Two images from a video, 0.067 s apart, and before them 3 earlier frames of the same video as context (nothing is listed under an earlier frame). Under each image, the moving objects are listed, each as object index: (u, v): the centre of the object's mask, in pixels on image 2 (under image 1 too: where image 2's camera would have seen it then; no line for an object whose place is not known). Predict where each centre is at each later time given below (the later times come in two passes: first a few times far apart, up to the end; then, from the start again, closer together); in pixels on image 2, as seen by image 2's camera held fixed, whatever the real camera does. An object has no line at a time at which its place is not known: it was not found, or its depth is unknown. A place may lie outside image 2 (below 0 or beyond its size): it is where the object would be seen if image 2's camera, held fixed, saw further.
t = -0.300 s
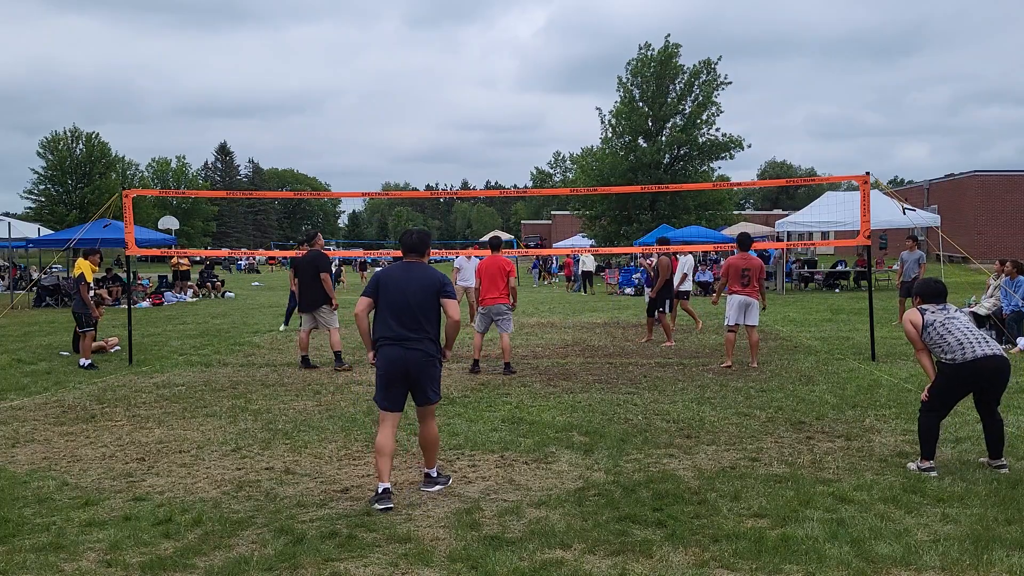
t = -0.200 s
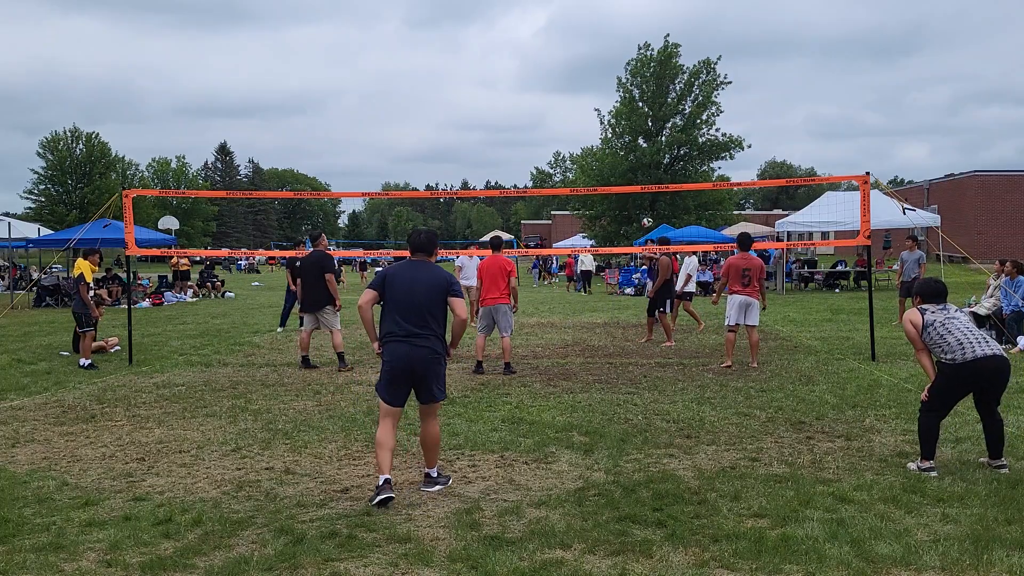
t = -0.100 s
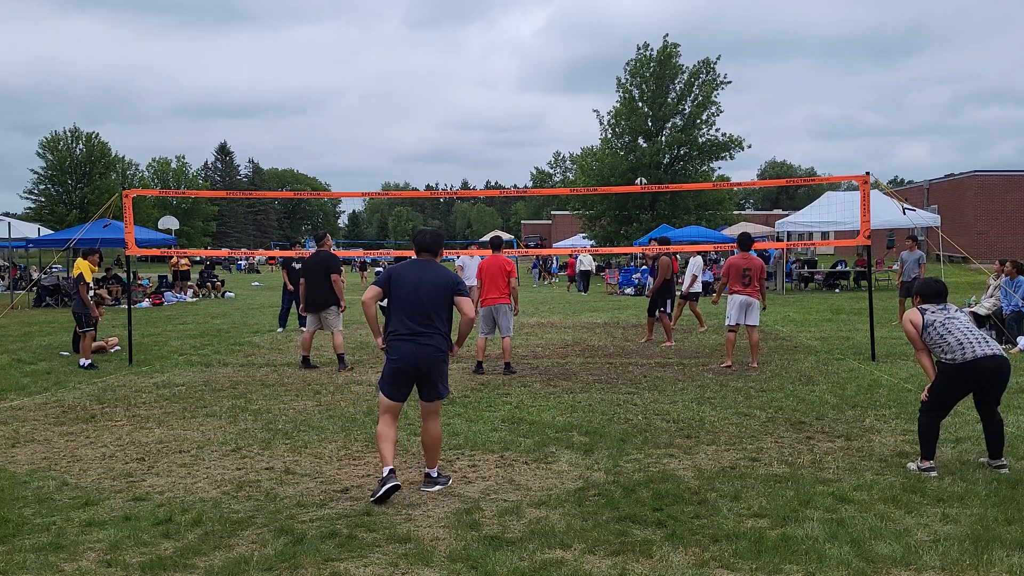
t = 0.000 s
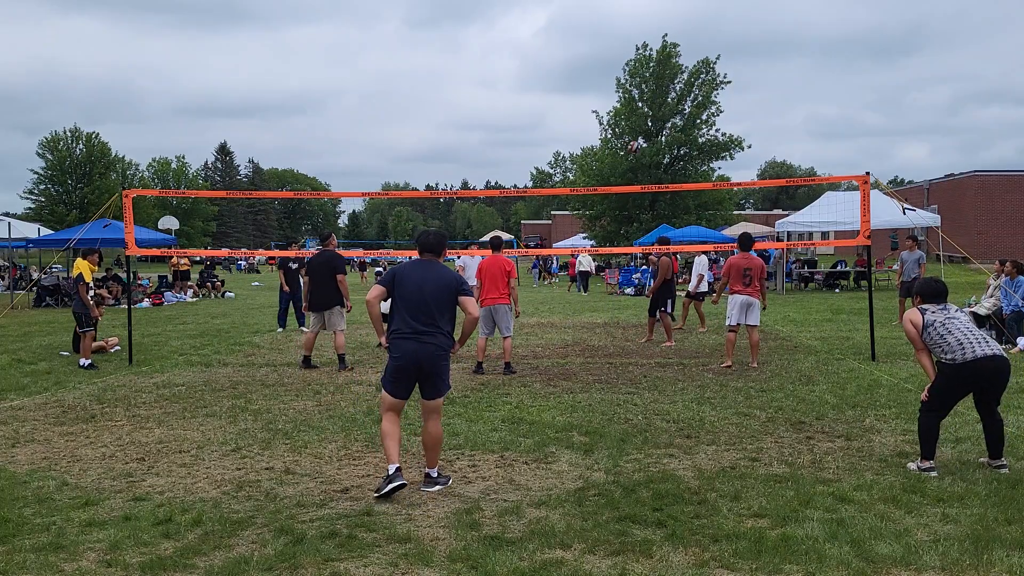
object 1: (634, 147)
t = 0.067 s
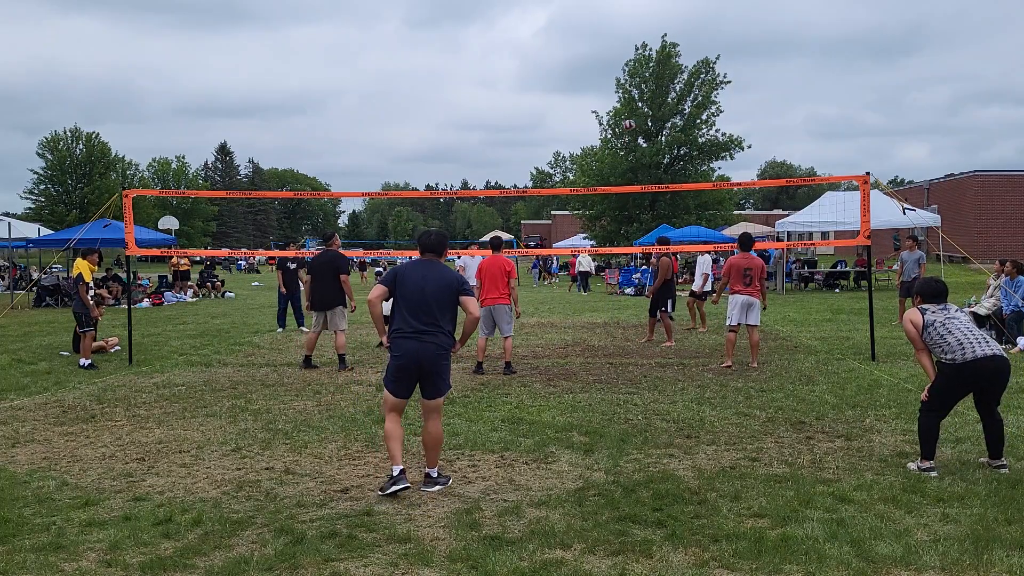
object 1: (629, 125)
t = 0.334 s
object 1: (609, 61)
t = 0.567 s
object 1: (589, 36)
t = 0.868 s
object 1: (562, 51)
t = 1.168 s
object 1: (532, 126)
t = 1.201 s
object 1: (529, 138)
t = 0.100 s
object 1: (627, 115)
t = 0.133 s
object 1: (624, 106)
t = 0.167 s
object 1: (621, 97)
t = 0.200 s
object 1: (618, 90)
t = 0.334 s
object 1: (609, 61)
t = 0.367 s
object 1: (606, 56)
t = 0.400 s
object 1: (603, 51)
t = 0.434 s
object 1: (600, 46)
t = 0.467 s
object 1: (597, 43)
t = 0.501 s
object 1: (595, 40)
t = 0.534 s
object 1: (592, 38)
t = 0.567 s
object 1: (589, 36)
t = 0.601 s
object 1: (586, 35)
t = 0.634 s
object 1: (583, 35)
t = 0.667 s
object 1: (580, 35)
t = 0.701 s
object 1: (577, 36)
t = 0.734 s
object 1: (574, 37)
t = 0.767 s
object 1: (571, 40)
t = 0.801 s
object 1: (568, 43)
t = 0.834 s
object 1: (565, 47)
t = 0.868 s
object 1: (562, 51)
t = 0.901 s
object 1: (558, 57)
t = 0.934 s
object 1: (555, 63)
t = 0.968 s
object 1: (552, 69)
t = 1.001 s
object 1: (549, 77)
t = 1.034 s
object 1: (546, 85)
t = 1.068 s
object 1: (542, 94)
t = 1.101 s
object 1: (539, 104)
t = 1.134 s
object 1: (536, 114)
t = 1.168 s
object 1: (532, 126)
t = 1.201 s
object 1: (529, 138)
